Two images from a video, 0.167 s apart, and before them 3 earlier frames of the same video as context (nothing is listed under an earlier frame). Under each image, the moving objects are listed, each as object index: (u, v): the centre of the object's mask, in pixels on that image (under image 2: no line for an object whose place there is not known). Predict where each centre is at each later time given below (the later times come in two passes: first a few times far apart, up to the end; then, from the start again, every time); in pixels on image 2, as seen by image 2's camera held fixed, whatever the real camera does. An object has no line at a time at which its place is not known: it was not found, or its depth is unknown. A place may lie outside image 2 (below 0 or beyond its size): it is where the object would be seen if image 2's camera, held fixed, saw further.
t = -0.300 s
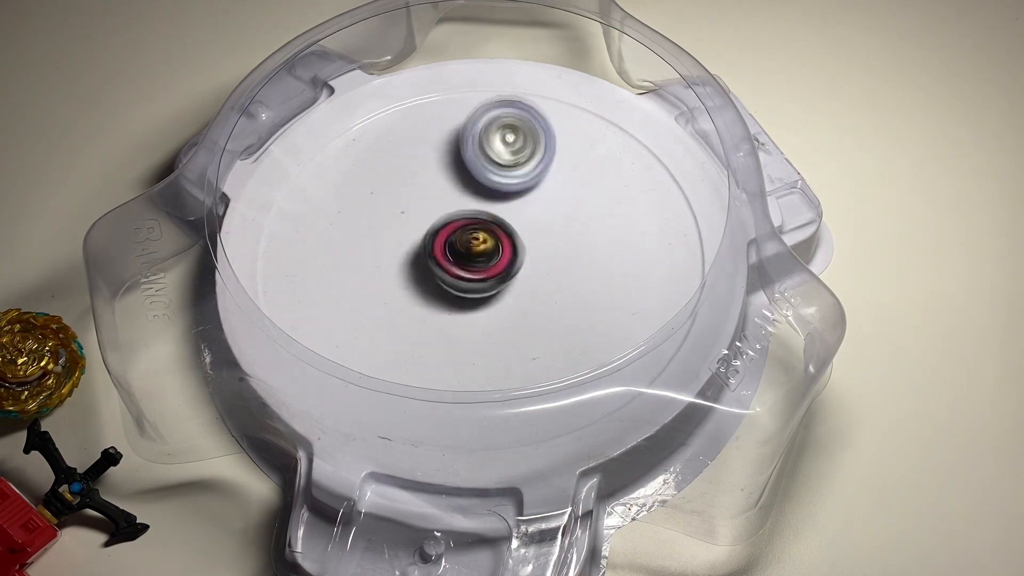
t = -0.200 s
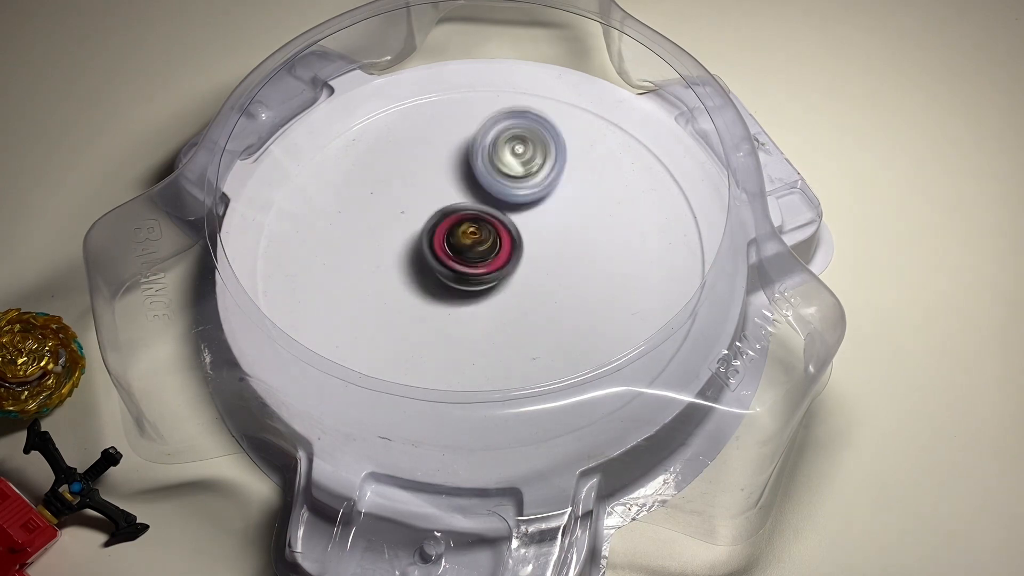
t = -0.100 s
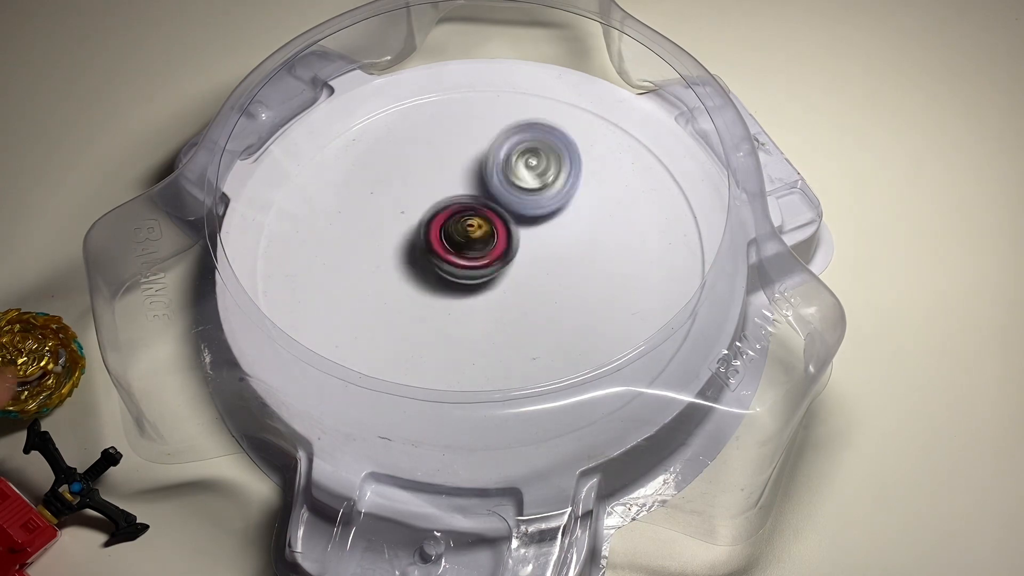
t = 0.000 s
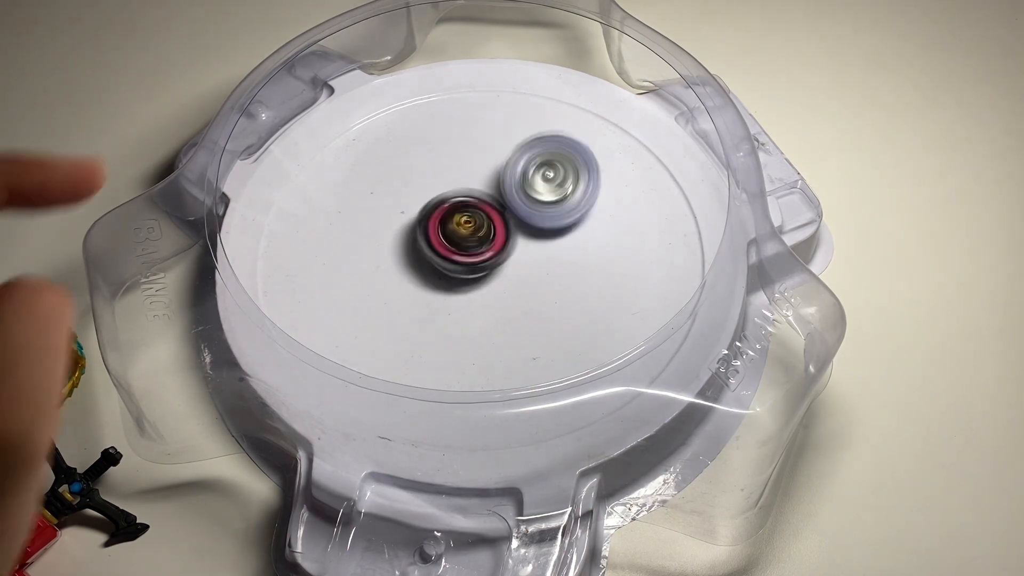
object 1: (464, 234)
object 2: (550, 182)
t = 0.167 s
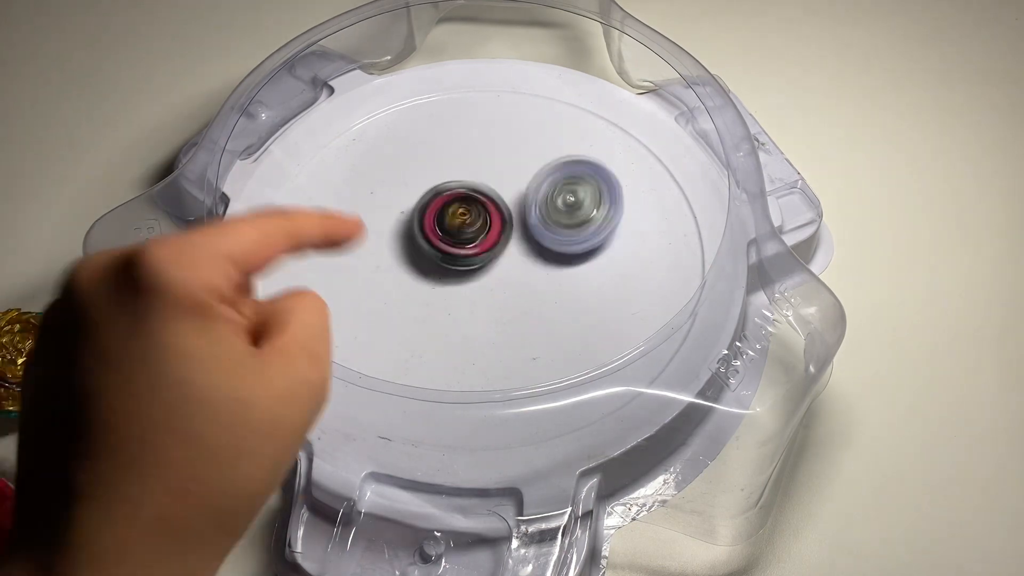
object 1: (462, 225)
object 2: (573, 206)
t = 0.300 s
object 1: (461, 222)
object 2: (585, 232)
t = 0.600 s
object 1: (466, 229)
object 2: (580, 293)
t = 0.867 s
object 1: (471, 248)
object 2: (539, 309)
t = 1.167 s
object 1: (444, 198)
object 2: (492, 367)
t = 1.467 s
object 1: (439, 222)
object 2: (400, 308)
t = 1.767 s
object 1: (494, 155)
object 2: (333, 270)
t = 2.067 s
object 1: (535, 170)
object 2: (369, 185)
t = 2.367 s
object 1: (607, 258)
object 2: (356, 196)
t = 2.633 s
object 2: (526, 200)
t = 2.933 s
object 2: (651, 185)
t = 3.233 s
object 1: (427, 270)
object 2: (621, 248)
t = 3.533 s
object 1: (423, 150)
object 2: (502, 322)
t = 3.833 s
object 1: (458, 153)
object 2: (397, 339)
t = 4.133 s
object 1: (535, 224)
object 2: (363, 270)
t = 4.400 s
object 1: (566, 304)
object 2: (404, 192)
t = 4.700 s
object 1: (508, 336)
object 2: (483, 136)
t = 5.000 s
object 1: (411, 298)
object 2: (576, 156)
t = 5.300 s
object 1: (402, 225)
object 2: (624, 237)
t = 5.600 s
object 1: (473, 179)
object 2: (565, 322)
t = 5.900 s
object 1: (538, 182)
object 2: (439, 334)
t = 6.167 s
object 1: (539, 250)
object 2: (371, 275)
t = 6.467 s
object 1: (466, 326)
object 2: (394, 191)
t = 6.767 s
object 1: (422, 315)
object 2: (483, 150)
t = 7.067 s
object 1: (435, 234)
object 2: (572, 181)
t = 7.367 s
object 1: (496, 171)
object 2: (596, 267)
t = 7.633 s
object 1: (518, 181)
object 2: (525, 327)
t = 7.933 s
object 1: (491, 256)
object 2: (413, 313)
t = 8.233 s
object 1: (557, 249)
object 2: (312, 258)
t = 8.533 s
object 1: (504, 238)
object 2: (460, 165)
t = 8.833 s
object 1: (468, 256)
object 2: (567, 122)
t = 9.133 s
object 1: (468, 243)
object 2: (565, 213)
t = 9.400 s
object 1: (399, 245)
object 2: (581, 265)
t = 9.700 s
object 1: (434, 252)
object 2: (515, 295)
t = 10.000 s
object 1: (432, 240)
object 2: (518, 286)
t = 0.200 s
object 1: (462, 224)
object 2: (577, 212)
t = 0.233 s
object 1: (461, 223)
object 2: (580, 218)
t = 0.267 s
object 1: (461, 223)
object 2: (582, 226)
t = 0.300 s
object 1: (461, 222)
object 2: (585, 232)
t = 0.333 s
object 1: (462, 222)
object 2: (586, 240)
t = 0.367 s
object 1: (463, 222)
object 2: (588, 248)
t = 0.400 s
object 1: (463, 222)
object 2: (588, 254)
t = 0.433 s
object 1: (464, 222)
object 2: (588, 262)
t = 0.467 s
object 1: (464, 224)
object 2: (589, 269)
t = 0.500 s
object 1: (465, 224)
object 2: (586, 276)
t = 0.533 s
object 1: (465, 226)
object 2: (586, 283)
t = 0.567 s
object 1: (466, 228)
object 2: (584, 288)
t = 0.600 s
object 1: (466, 229)
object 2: (580, 293)
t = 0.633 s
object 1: (467, 230)
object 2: (579, 295)
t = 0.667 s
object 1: (468, 233)
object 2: (574, 298)
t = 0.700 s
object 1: (468, 235)
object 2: (571, 301)
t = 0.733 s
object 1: (468, 238)
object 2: (564, 302)
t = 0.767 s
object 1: (468, 239)
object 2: (560, 304)
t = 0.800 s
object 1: (469, 243)
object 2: (553, 306)
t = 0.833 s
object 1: (470, 245)
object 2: (546, 308)
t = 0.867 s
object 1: (471, 248)
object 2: (539, 309)
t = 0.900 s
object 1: (466, 235)
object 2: (537, 327)
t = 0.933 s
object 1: (460, 219)
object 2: (534, 346)
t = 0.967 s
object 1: (457, 207)
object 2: (532, 361)
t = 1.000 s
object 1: (453, 199)
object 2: (524, 367)
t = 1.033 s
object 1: (451, 193)
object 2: (519, 371)
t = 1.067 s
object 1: (448, 192)
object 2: (512, 374)
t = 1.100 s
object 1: (447, 193)
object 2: (505, 373)
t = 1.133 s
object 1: (446, 194)
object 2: (500, 370)
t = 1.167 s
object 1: (444, 198)
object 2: (492, 367)
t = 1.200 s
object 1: (442, 201)
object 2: (484, 361)
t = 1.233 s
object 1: (441, 204)
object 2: (478, 356)
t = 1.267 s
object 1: (439, 207)
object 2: (469, 350)
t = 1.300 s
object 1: (437, 211)
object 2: (460, 344)
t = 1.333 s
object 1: (436, 214)
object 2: (450, 337)
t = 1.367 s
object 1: (435, 217)
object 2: (438, 327)
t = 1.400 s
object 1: (434, 221)
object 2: (426, 318)
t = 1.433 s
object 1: (434, 224)
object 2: (416, 310)
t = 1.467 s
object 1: (439, 222)
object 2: (400, 308)
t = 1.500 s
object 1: (454, 205)
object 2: (377, 309)
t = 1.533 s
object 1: (467, 191)
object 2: (360, 310)
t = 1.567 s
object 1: (476, 178)
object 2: (349, 308)
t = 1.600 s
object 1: (484, 168)
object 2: (339, 304)
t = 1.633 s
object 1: (489, 161)
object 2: (331, 297)
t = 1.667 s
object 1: (493, 157)
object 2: (327, 290)
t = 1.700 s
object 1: (494, 154)
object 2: (327, 283)
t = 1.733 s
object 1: (493, 155)
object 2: (329, 277)
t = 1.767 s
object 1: (494, 155)
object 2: (333, 270)
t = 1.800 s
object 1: (493, 154)
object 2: (337, 262)
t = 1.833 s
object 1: (494, 156)
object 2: (343, 253)
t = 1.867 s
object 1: (494, 158)
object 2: (351, 244)
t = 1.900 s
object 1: (493, 160)
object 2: (361, 235)
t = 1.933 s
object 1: (494, 162)
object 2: (371, 226)
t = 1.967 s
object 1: (495, 163)
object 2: (381, 216)
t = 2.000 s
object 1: (494, 166)
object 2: (391, 205)
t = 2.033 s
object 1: (494, 170)
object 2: (401, 194)
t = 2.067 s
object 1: (535, 170)
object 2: (369, 185)
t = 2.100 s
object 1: (586, 168)
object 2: (334, 177)
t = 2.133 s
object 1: (630, 165)
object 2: (307, 170)
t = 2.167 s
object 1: (669, 161)
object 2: (296, 165)
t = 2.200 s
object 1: (685, 165)
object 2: (293, 169)
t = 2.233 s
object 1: (680, 193)
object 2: (296, 173)
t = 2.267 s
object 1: (666, 212)
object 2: (305, 180)
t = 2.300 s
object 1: (648, 229)
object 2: (320, 186)
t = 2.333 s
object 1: (628, 245)
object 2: (337, 192)
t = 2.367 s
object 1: (607, 258)
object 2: (356, 196)
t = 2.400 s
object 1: (586, 274)
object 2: (377, 201)
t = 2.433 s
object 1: (563, 288)
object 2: (399, 204)
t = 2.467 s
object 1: (542, 302)
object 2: (423, 206)
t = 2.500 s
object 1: (522, 316)
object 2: (446, 208)
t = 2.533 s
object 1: (502, 327)
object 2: (468, 208)
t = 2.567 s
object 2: (489, 207)
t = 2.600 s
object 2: (508, 204)
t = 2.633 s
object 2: (526, 200)
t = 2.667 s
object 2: (542, 196)
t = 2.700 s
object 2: (557, 191)
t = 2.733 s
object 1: (421, 378)
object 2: (571, 188)
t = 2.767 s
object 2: (586, 186)
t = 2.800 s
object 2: (602, 184)
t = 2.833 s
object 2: (616, 183)
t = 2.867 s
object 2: (631, 183)
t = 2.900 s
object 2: (642, 183)
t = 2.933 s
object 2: (651, 185)
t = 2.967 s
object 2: (657, 187)
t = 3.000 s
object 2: (662, 192)
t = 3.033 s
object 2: (665, 196)
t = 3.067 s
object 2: (663, 203)
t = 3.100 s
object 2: (659, 210)
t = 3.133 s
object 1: (427, 318)
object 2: (651, 219)
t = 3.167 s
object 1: (430, 303)
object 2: (643, 229)
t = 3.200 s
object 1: (429, 286)
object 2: (633, 239)
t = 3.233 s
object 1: (427, 270)
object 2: (621, 248)
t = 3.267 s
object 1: (425, 253)
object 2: (609, 256)
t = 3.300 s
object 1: (423, 237)
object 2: (595, 266)
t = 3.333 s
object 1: (421, 221)
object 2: (581, 275)
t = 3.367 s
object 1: (419, 207)
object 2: (568, 285)
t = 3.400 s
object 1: (419, 192)
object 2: (556, 293)
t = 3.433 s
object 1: (419, 180)
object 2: (543, 301)
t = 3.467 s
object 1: (419, 167)
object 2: (529, 308)
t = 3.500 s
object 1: (422, 158)
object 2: (515, 316)
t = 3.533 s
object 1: (423, 150)
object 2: (502, 322)
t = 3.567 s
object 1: (428, 144)
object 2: (491, 327)
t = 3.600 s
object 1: (431, 142)
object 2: (479, 332)
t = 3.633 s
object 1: (434, 141)
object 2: (465, 337)
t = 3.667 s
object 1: (441, 140)
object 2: (453, 340)
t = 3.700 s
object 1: (440, 141)
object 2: (441, 343)
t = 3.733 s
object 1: (445, 144)
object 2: (430, 344)
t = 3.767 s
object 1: (452, 144)
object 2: (418, 344)
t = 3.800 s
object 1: (454, 150)
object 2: (406, 341)
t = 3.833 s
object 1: (458, 153)
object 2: (397, 339)
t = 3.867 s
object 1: (465, 159)
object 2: (388, 336)
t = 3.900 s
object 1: (472, 164)
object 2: (380, 330)
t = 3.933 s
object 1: (481, 172)
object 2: (372, 323)
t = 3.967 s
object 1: (490, 179)
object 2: (367, 315)
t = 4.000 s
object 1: (499, 187)
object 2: (364, 308)
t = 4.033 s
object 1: (509, 195)
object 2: (360, 298)
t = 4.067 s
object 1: (518, 204)
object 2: (359, 289)
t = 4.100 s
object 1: (525, 214)
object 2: (362, 281)
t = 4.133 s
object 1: (535, 224)
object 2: (363, 270)
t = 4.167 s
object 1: (540, 235)
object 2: (365, 259)
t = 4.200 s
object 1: (546, 246)
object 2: (369, 250)
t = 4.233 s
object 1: (554, 253)
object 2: (375, 239)
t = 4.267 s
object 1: (557, 266)
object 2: (379, 228)
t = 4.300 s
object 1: (562, 277)
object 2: (386, 221)
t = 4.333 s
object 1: (564, 286)
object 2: (393, 211)
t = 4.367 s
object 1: (566, 295)
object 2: (398, 200)
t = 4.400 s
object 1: (566, 304)
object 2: (404, 192)
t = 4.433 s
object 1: (565, 310)
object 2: (412, 184)
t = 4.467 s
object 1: (559, 319)
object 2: (419, 174)
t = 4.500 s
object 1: (555, 326)
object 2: (426, 167)
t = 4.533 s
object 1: (548, 330)
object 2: (436, 160)
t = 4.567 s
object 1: (541, 333)
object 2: (444, 153)
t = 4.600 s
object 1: (534, 335)
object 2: (453, 147)
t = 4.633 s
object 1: (526, 336)
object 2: (463, 143)
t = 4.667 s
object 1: (517, 337)
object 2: (473, 139)
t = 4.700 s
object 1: (508, 336)
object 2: (483, 136)
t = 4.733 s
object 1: (499, 335)
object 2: (494, 135)
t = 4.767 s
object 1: (487, 333)
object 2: (505, 134)
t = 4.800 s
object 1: (476, 330)
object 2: (514, 134)
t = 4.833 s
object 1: (465, 327)
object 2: (525, 136)
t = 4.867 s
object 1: (452, 322)
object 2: (535, 138)
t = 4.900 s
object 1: (442, 317)
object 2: (545, 142)
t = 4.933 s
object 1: (430, 311)
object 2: (557, 146)
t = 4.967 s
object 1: (421, 305)
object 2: (565, 149)
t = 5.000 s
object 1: (411, 298)
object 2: (576, 156)
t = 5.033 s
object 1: (405, 290)
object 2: (586, 161)
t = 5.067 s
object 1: (400, 283)
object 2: (593, 169)
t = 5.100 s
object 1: (397, 275)
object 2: (603, 177)
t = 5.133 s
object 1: (395, 268)
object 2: (610, 184)
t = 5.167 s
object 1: (393, 258)
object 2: (614, 195)
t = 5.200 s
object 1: (395, 249)
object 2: (619, 205)
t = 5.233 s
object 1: (397, 241)
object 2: (620, 216)
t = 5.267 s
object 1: (399, 232)
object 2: (622, 228)
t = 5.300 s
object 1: (402, 225)
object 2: (624, 237)
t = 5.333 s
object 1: (407, 217)
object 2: (622, 248)
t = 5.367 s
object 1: (414, 212)
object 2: (621, 259)
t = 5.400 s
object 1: (420, 206)
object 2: (617, 269)
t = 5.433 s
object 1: (428, 200)
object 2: (612, 279)
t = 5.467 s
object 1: (436, 196)
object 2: (607, 288)
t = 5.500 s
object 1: (445, 191)
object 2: (598, 297)
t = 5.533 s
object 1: (453, 186)
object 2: (590, 306)
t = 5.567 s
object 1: (463, 182)
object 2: (579, 314)
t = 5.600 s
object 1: (473, 179)
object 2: (565, 322)
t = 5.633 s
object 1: (479, 178)
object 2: (554, 328)
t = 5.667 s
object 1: (489, 176)
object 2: (538, 333)
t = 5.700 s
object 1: (498, 174)
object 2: (524, 337)
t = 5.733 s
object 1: (506, 174)
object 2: (510, 340)
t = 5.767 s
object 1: (513, 174)
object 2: (494, 341)
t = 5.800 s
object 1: (521, 175)
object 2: (481, 342)
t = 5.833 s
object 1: (526, 176)
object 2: (465, 340)
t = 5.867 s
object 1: (532, 180)
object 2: (453, 338)
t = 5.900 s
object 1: (538, 182)
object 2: (439, 334)
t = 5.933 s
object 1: (541, 186)
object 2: (426, 330)
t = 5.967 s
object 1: (543, 194)
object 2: (416, 324)
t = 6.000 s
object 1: (545, 200)
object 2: (404, 318)
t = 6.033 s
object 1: (545, 211)
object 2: (396, 311)
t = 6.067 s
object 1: (546, 221)
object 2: (386, 302)
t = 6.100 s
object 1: (545, 229)
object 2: (381, 295)
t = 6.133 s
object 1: (542, 240)
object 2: (374, 284)
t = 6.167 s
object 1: (539, 250)
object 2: (371, 275)
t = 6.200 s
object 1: (534, 260)
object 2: (368, 264)
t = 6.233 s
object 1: (529, 269)
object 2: (366, 255)
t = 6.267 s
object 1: (523, 278)
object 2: (368, 245)
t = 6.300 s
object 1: (516, 287)
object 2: (368, 235)
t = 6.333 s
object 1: (506, 296)
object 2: (372, 225)
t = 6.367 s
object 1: (497, 305)
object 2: (375, 215)
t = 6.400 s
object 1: (487, 313)
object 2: (381, 207)
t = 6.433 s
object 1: (476, 320)
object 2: (386, 197)
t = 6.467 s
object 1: (466, 326)
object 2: (394, 191)
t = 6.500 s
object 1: (456, 330)
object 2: (401, 182)
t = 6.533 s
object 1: (447, 333)
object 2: (409, 176)
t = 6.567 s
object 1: (440, 334)
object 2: (418, 169)
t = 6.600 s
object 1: (434, 333)
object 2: (427, 164)
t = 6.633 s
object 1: (429, 331)
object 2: (438, 159)
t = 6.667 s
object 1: (427, 329)
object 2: (449, 156)
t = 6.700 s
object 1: (425, 325)
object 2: (460, 153)
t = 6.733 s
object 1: (423, 320)
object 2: (470, 151)
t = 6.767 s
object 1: (422, 315)
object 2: (483, 150)
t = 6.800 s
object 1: (420, 308)
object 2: (493, 151)
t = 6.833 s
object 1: (419, 300)
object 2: (505, 151)
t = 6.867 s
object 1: (418, 292)
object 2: (514, 153)
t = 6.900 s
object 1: (419, 284)
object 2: (526, 155)
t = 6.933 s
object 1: (418, 273)
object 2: (535, 158)
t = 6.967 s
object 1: (422, 263)
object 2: (547, 162)
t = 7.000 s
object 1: (425, 253)
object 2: (554, 167)
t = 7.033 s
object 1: (430, 243)
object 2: (565, 173)
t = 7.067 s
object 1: (435, 234)
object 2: (572, 181)
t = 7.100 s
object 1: (442, 226)
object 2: (581, 189)
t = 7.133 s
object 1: (448, 216)
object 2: (585, 198)
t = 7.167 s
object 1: (455, 207)
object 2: (591, 207)
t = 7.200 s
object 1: (462, 198)
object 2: (594, 217)
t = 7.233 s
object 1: (469, 191)
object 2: (598, 227)
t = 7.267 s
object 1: (475, 185)
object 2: (599, 237)
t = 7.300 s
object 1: (482, 179)
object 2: (600, 247)
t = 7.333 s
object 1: (491, 173)
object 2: (597, 257)
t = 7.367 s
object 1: (496, 171)
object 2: (596, 267)
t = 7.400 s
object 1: (501, 168)
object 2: (590, 277)
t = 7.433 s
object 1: (507, 166)
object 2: (587, 285)
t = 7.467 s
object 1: (509, 169)
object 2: (579, 294)
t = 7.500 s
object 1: (512, 169)
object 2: (572, 302)
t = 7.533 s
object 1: (514, 172)
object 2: (560, 310)
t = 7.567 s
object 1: (516, 174)
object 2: (550, 317)
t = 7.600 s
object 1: (517, 176)
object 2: (536, 322)
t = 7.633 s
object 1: (518, 181)
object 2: (525, 327)
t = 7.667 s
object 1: (519, 186)
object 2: (511, 330)
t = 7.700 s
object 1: (517, 192)
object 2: (498, 331)
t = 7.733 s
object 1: (518, 200)
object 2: (484, 333)
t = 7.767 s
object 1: (515, 209)
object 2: (472, 332)
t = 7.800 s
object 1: (514, 215)
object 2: (458, 331)
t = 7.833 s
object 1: (510, 226)
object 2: (446, 327)
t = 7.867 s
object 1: (503, 235)
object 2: (434, 325)
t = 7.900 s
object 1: (497, 246)
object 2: (423, 319)
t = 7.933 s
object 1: (491, 256)
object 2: (413, 313)
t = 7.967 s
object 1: (501, 258)
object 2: (385, 311)
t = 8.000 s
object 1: (523, 256)
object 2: (351, 308)
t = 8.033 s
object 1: (541, 252)
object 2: (324, 304)
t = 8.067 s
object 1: (556, 247)
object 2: (306, 296)
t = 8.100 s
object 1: (562, 248)
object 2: (297, 288)
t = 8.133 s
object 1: (565, 248)
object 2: (295, 281)
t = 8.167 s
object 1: (564, 248)
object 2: (298, 276)
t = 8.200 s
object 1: (562, 249)
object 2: (302, 267)
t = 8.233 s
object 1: (557, 249)
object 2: (312, 258)
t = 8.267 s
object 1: (553, 247)
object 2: (325, 252)
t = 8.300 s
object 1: (549, 245)
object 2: (339, 245)
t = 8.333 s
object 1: (545, 244)
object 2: (355, 237)
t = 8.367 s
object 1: (542, 242)
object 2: (372, 228)
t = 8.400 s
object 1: (534, 240)
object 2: (390, 217)
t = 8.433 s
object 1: (527, 237)
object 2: (409, 209)
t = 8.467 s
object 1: (520, 235)
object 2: (426, 196)
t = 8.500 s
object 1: (512, 232)
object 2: (441, 183)
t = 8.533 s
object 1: (504, 238)
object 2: (460, 165)
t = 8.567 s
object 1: (496, 248)
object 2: (479, 146)
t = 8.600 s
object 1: (489, 256)
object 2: (497, 128)
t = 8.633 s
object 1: (485, 261)
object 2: (513, 113)
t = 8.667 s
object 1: (481, 262)
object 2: (527, 102)
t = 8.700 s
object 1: (477, 262)
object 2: (541, 94)
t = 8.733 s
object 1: (472, 260)
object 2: (550, 93)
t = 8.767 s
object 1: (472, 258)
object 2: (556, 101)
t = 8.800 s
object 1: (469, 257)
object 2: (561, 112)
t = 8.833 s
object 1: (468, 256)
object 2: (567, 122)
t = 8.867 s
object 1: (466, 254)
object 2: (572, 134)
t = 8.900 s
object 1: (463, 250)
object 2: (579, 146)
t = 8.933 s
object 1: (462, 248)
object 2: (583, 158)
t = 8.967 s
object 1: (466, 246)
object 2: (586, 167)
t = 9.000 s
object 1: (470, 246)
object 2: (585, 179)
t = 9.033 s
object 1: (473, 243)
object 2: (581, 189)
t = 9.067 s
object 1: (474, 244)
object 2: (576, 200)
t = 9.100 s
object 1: (471, 244)
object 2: (570, 208)
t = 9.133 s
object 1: (468, 243)
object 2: (565, 213)
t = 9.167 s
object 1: (464, 240)
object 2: (562, 217)
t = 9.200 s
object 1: (462, 237)
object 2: (559, 221)
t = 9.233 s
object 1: (452, 234)
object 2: (565, 228)
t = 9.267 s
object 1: (431, 232)
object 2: (576, 234)
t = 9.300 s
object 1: (416, 232)
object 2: (580, 243)
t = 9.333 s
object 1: (407, 234)
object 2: (582, 251)
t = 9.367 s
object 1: (400, 240)
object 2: (584, 257)
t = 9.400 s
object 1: (399, 245)
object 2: (581, 265)
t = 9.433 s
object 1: (398, 251)
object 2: (581, 272)
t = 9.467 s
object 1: (400, 255)
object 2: (577, 278)
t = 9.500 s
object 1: (403, 262)
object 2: (568, 284)
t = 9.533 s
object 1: (408, 268)
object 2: (562, 289)
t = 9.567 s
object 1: (416, 271)
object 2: (550, 292)
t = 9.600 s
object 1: (423, 274)
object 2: (537, 294)
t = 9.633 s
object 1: (432, 270)
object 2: (528, 294)
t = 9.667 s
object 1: (434, 263)
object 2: (518, 294)
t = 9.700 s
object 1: (434, 252)
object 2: (515, 295)
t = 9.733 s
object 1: (432, 245)
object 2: (511, 295)
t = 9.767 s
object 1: (430, 240)
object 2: (510, 297)
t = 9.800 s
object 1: (430, 237)
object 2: (507, 296)
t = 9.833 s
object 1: (431, 236)
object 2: (510, 295)
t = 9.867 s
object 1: (430, 236)
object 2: (511, 293)
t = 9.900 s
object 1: (431, 237)
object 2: (516, 293)
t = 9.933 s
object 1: (432, 238)
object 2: (516, 292)
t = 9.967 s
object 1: (432, 239)
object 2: (517, 289)
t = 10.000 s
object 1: (432, 240)
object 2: (518, 286)
